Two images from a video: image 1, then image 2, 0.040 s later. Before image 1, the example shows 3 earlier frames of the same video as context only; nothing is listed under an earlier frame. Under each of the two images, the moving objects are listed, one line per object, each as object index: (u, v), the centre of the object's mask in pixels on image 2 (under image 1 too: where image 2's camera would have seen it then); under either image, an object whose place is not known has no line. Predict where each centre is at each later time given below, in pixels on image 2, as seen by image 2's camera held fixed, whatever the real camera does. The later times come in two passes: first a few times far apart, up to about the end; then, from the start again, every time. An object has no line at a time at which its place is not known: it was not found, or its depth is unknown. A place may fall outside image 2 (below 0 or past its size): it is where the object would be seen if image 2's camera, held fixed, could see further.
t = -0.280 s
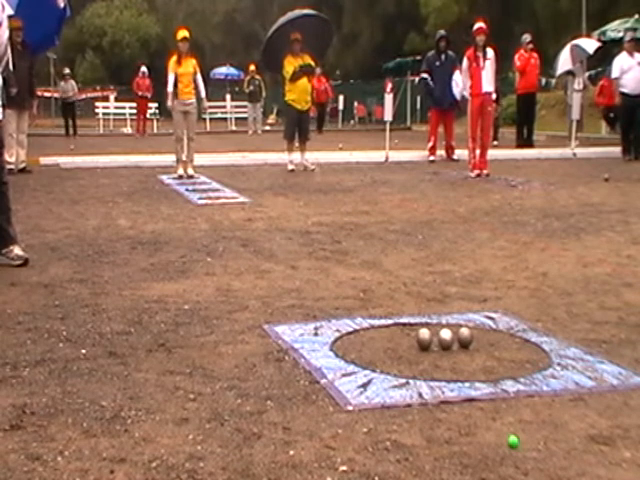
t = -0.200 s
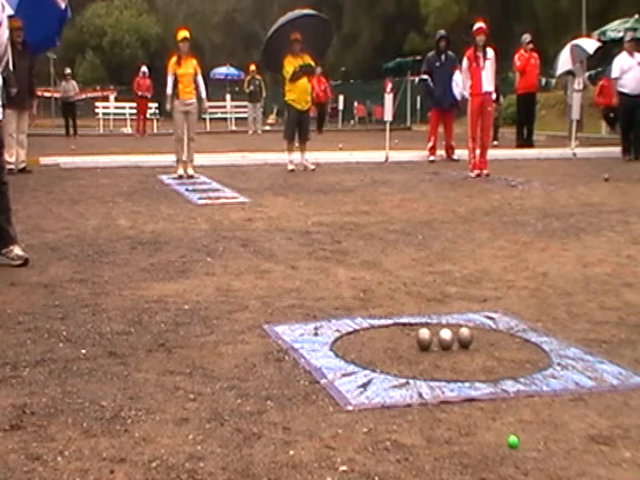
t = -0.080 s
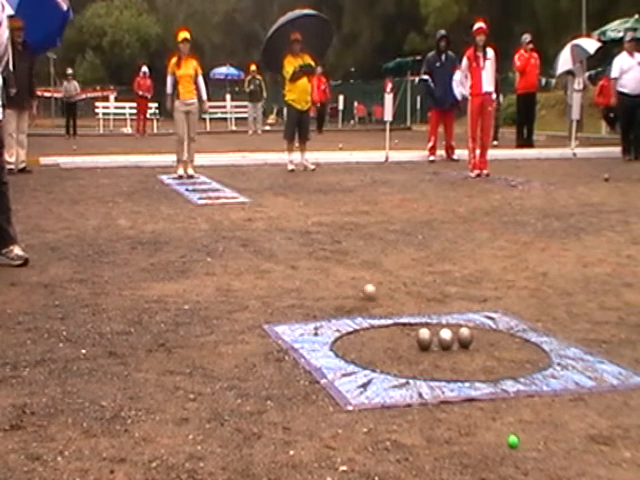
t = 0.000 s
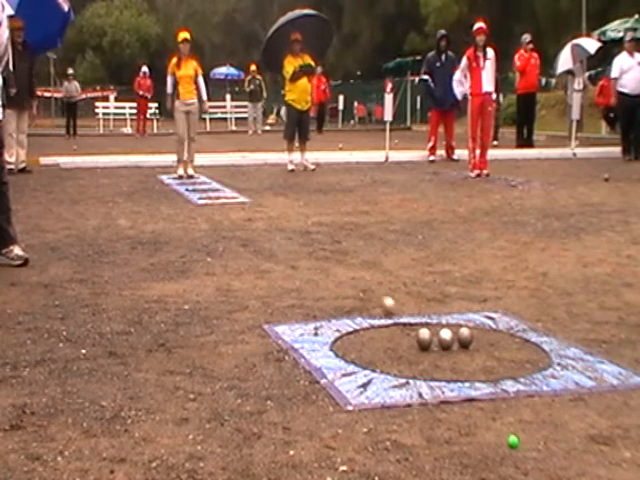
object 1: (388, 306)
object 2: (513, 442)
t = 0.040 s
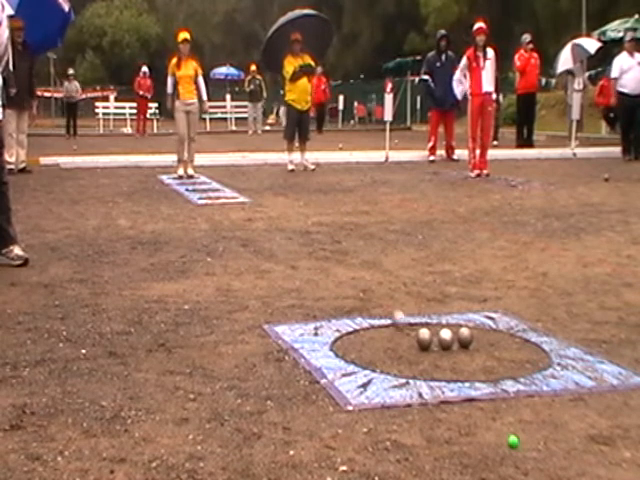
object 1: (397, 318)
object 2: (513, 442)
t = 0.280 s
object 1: (471, 393)
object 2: (513, 442)
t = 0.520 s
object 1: (580, 466)
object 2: (486, 458)
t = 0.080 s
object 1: (410, 339)
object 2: (513, 442)
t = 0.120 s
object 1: (421, 350)
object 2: (513, 442)
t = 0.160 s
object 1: (432, 358)
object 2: (513, 442)
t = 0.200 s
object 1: (444, 368)
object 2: (513, 442)
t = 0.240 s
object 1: (457, 378)
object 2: (513, 442)
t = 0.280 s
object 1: (471, 393)
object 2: (513, 442)
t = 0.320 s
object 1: (489, 403)
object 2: (513, 442)
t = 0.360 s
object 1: (505, 417)
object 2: (513, 442)
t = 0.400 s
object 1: (522, 427)
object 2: (512, 442)
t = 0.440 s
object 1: (539, 437)
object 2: (503, 445)
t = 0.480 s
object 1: (559, 455)
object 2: (495, 453)
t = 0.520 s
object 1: (580, 466)
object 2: (486, 458)
